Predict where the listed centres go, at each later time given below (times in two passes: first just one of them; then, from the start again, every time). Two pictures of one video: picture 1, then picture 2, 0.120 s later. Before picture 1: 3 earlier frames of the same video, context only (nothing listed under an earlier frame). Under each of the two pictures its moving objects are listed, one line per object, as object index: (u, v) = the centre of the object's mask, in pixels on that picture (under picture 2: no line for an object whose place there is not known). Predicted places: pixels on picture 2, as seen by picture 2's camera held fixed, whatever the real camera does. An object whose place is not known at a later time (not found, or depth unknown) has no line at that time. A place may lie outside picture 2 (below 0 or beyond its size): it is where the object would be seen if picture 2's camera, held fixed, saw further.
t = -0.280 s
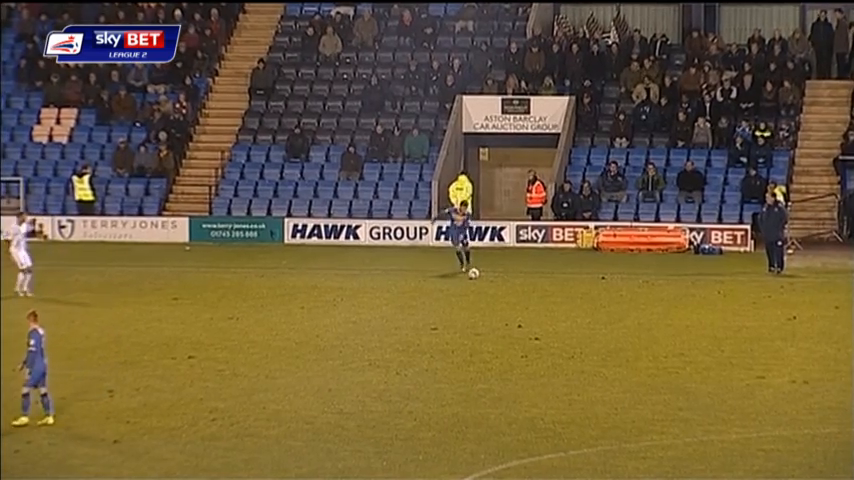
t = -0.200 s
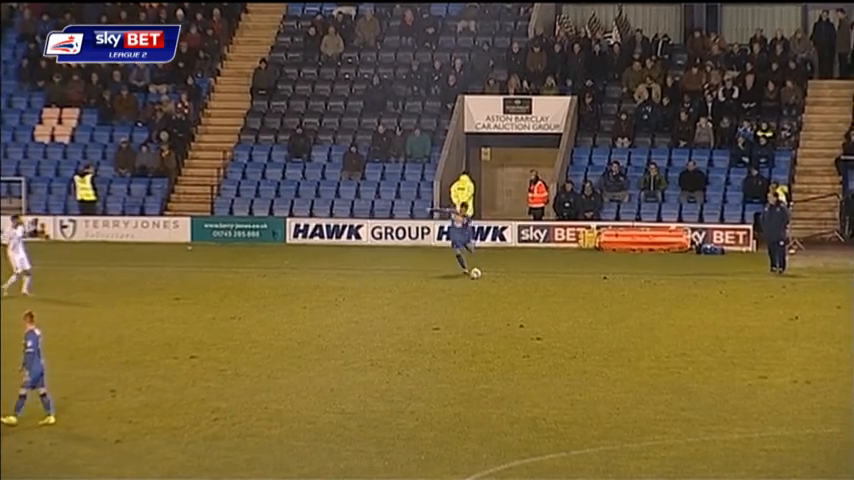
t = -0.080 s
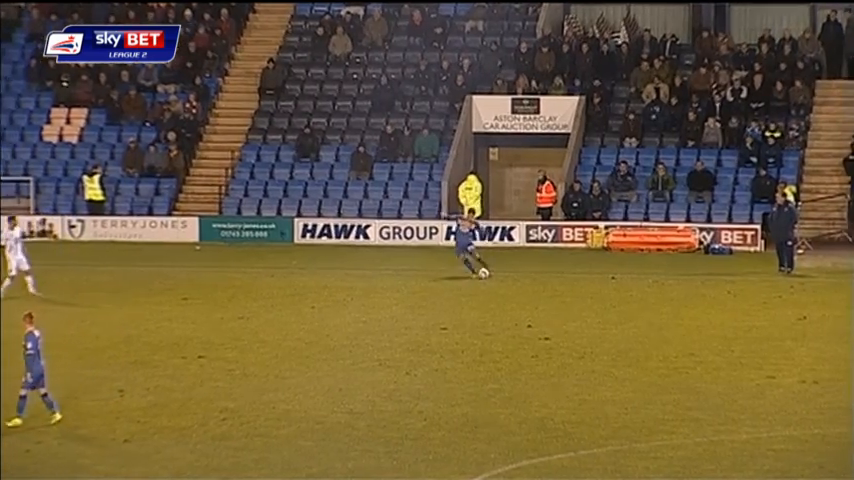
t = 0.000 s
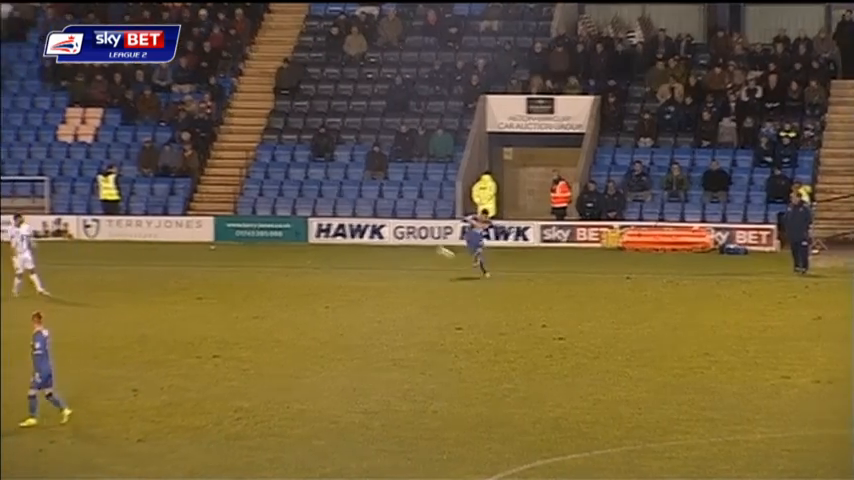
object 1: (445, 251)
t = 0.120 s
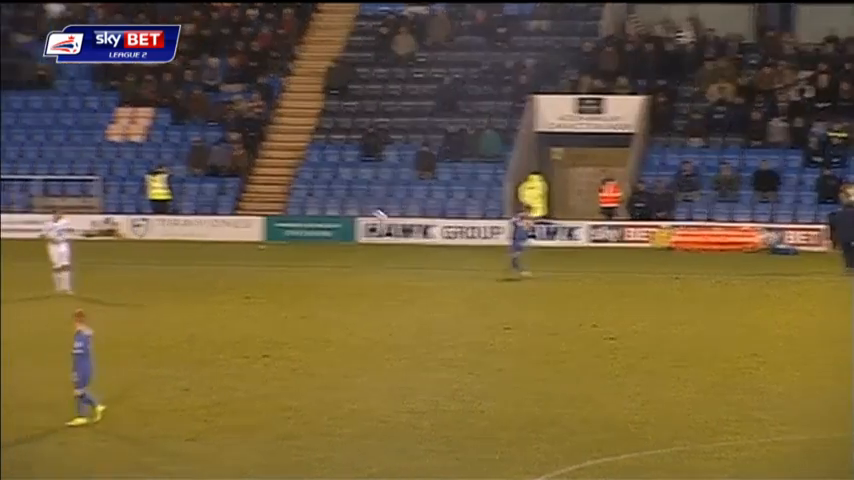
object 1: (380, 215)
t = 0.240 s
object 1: (265, 187)
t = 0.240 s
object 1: (265, 187)
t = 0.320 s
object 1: (191, 174)
